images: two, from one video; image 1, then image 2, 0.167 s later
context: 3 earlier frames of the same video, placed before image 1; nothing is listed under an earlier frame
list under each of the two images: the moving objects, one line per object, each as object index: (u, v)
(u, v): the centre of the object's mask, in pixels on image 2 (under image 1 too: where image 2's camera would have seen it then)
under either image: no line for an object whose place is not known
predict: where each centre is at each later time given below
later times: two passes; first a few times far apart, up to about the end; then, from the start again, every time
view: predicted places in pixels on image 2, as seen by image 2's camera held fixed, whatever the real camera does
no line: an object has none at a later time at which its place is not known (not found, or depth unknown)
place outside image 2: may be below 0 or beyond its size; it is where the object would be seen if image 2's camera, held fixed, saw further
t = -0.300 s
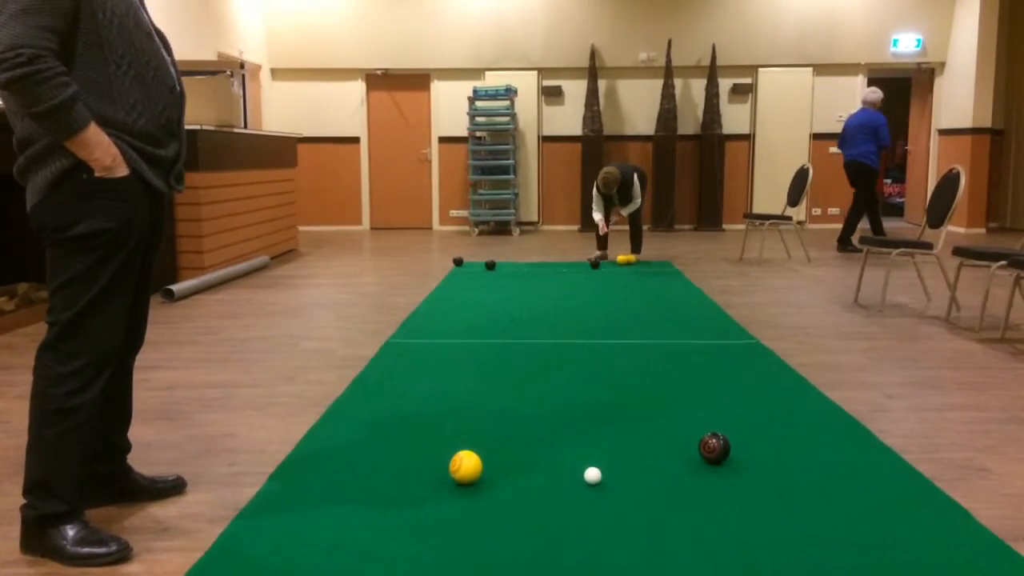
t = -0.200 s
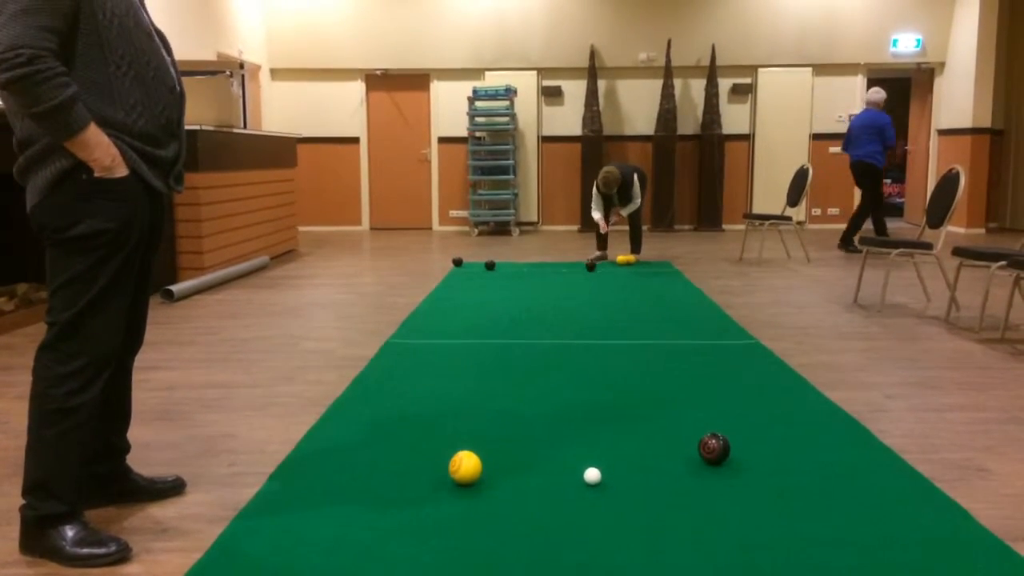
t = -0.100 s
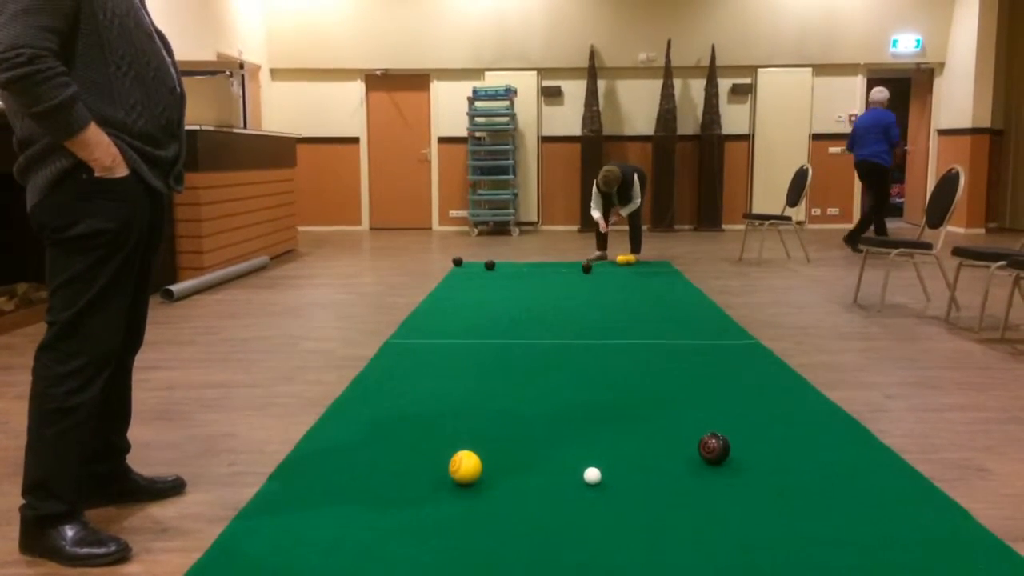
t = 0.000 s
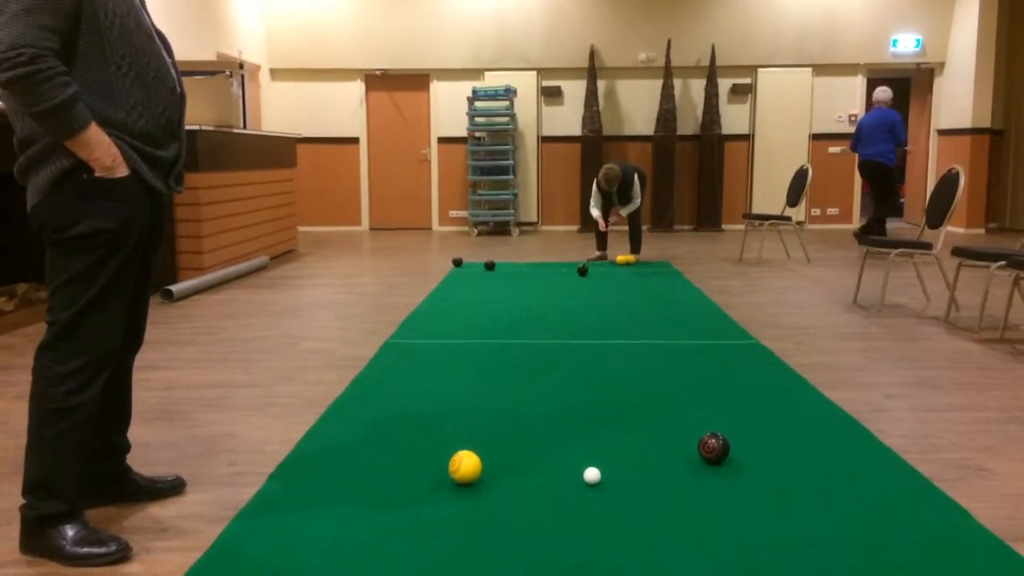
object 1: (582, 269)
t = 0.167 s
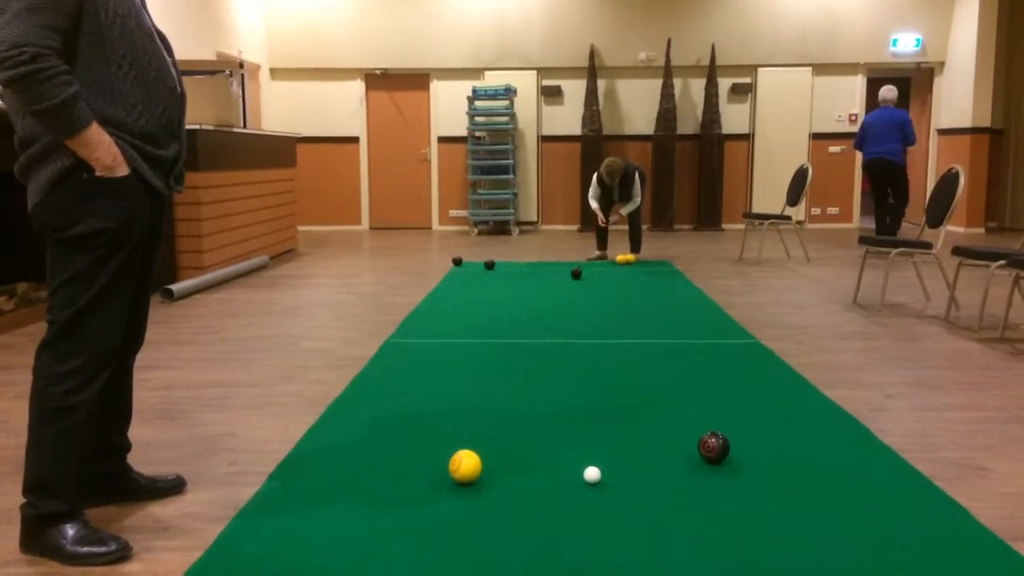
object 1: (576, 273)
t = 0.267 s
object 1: (572, 275)
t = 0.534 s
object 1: (562, 282)
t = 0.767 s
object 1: (553, 288)
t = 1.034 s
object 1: (543, 295)
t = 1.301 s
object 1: (533, 303)
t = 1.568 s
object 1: (524, 311)
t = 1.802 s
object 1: (516, 319)
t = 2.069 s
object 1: (508, 328)
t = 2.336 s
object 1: (501, 338)
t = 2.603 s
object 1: (495, 348)
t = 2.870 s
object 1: (491, 359)
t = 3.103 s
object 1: (489, 368)
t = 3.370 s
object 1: (487, 380)
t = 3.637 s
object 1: (488, 392)
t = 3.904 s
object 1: (489, 403)
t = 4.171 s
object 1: (493, 414)
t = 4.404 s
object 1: (497, 423)
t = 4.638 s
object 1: (504, 432)
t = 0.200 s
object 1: (575, 274)
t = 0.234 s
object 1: (573, 275)
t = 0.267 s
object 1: (572, 275)
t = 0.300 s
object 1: (571, 276)
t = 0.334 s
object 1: (569, 277)
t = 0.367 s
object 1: (568, 277)
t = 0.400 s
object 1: (567, 278)
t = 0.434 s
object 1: (565, 279)
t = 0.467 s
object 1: (564, 280)
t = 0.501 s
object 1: (563, 281)
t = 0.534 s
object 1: (562, 282)
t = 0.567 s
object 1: (560, 282)
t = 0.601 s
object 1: (559, 283)
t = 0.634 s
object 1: (558, 284)
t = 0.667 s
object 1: (556, 285)
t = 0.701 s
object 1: (555, 286)
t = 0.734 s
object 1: (554, 287)
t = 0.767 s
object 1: (553, 288)
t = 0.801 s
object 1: (551, 288)
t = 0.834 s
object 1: (550, 289)
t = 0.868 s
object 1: (549, 290)
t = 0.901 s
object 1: (548, 291)
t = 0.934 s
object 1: (546, 292)
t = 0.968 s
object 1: (545, 293)
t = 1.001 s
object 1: (544, 293)
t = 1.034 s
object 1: (543, 295)
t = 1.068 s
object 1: (542, 295)
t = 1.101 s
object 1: (540, 296)
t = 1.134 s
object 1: (539, 297)
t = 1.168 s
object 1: (538, 299)
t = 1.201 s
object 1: (537, 300)
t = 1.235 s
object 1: (536, 300)
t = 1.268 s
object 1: (534, 302)
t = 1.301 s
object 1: (533, 303)
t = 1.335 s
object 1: (532, 304)
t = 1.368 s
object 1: (531, 304)
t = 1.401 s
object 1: (530, 305)
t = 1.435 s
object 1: (529, 306)
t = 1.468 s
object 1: (527, 307)
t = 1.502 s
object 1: (526, 308)
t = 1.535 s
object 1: (525, 309)
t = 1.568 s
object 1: (524, 311)
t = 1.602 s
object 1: (523, 312)
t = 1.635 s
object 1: (522, 313)
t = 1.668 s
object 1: (521, 314)
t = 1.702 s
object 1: (519, 315)
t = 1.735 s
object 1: (519, 317)
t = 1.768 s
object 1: (517, 318)
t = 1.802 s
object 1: (516, 319)
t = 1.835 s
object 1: (515, 320)
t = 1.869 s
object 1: (514, 321)
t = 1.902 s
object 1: (513, 322)
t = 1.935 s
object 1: (512, 323)
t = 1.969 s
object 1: (511, 324)
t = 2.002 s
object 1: (510, 326)
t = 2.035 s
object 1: (509, 327)
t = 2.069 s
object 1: (508, 328)
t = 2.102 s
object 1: (507, 329)
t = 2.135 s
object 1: (506, 330)
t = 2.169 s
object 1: (505, 331)
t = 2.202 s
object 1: (504, 332)
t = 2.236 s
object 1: (504, 333)
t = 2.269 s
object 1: (503, 335)
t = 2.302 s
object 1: (502, 336)
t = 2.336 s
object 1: (501, 338)
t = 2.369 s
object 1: (500, 339)
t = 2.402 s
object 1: (500, 340)
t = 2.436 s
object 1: (499, 341)
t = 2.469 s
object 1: (498, 343)
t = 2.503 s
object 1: (497, 344)
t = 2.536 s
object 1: (497, 345)
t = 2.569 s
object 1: (496, 347)
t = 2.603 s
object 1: (495, 348)
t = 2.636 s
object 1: (495, 350)
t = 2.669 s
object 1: (494, 350)
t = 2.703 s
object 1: (494, 352)
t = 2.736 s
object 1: (493, 353)
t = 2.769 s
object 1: (493, 354)
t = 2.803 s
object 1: (492, 356)
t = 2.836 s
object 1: (492, 357)
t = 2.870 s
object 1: (491, 359)
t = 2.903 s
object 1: (491, 360)
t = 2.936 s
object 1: (490, 361)
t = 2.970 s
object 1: (490, 363)
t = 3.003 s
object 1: (490, 364)
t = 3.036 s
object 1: (489, 366)
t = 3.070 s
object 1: (489, 368)
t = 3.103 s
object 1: (489, 368)
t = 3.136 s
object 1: (488, 370)
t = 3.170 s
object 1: (488, 371)
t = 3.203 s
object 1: (488, 373)
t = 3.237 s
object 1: (488, 374)
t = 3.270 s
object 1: (488, 375)
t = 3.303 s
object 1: (487, 377)
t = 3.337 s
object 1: (487, 378)
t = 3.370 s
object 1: (487, 380)
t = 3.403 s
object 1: (487, 381)
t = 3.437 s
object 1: (487, 383)
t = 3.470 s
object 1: (487, 384)
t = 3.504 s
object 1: (487, 386)
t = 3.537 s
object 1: (487, 387)
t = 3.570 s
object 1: (487, 389)
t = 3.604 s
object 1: (488, 390)
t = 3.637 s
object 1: (488, 392)
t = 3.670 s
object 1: (488, 393)
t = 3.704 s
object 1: (488, 394)
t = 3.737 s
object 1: (488, 396)
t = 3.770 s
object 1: (488, 397)
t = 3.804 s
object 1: (488, 399)
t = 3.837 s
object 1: (488, 400)
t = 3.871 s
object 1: (489, 402)
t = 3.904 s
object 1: (489, 403)
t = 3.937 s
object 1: (489, 404)
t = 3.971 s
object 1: (490, 406)
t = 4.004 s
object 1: (490, 407)
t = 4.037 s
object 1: (490, 409)
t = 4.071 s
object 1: (491, 410)
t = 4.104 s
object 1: (491, 411)
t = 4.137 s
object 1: (492, 413)
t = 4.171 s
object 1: (493, 414)
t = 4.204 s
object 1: (493, 416)
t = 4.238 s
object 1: (494, 416)
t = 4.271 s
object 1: (495, 418)
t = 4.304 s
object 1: (495, 419)
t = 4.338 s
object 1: (496, 420)
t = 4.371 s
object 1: (496, 422)
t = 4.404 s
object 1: (497, 423)
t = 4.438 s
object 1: (498, 424)
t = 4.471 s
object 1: (499, 425)
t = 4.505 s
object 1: (500, 427)
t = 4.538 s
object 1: (501, 428)
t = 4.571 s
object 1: (502, 429)
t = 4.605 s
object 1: (503, 431)
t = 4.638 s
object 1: (504, 432)
